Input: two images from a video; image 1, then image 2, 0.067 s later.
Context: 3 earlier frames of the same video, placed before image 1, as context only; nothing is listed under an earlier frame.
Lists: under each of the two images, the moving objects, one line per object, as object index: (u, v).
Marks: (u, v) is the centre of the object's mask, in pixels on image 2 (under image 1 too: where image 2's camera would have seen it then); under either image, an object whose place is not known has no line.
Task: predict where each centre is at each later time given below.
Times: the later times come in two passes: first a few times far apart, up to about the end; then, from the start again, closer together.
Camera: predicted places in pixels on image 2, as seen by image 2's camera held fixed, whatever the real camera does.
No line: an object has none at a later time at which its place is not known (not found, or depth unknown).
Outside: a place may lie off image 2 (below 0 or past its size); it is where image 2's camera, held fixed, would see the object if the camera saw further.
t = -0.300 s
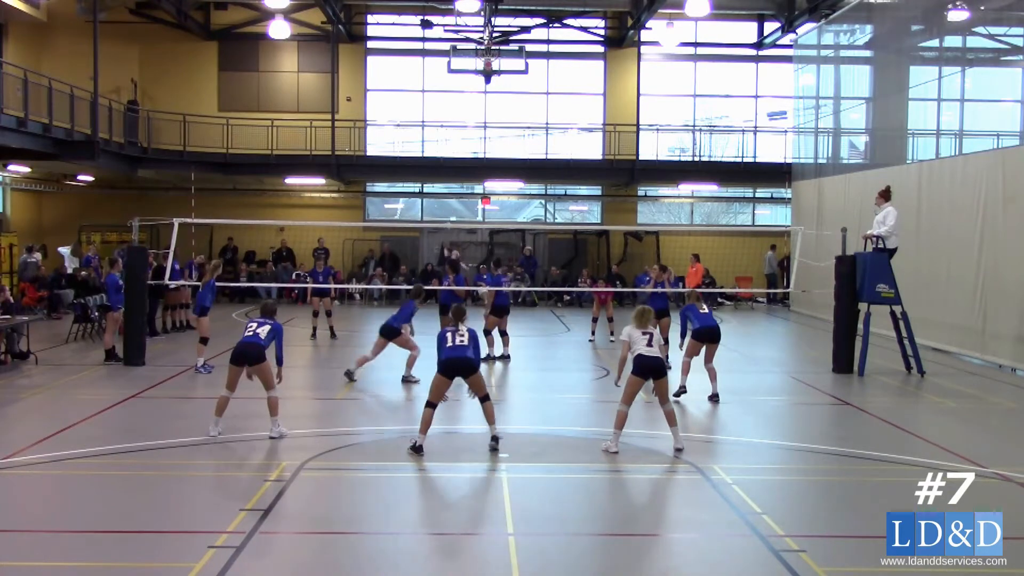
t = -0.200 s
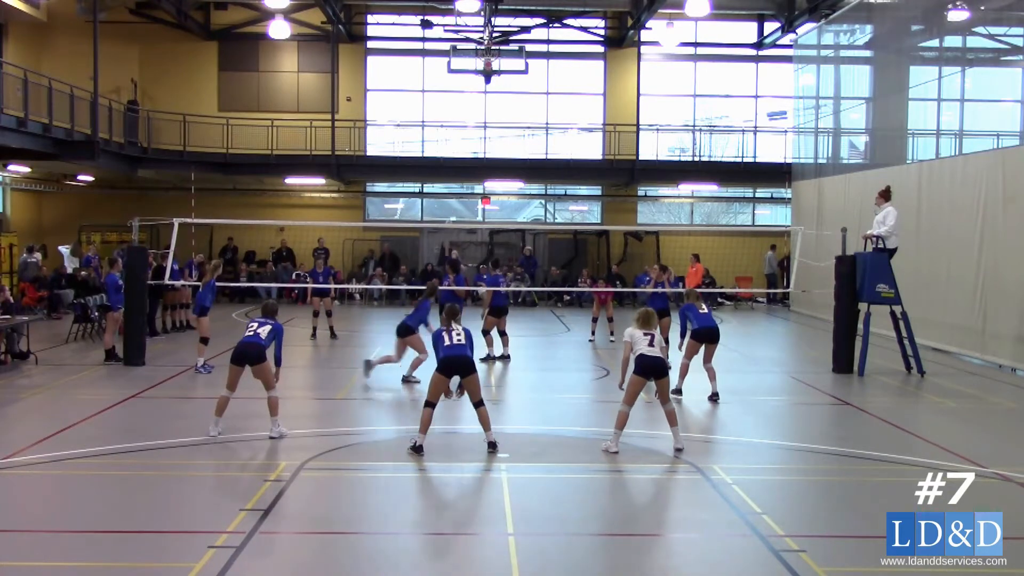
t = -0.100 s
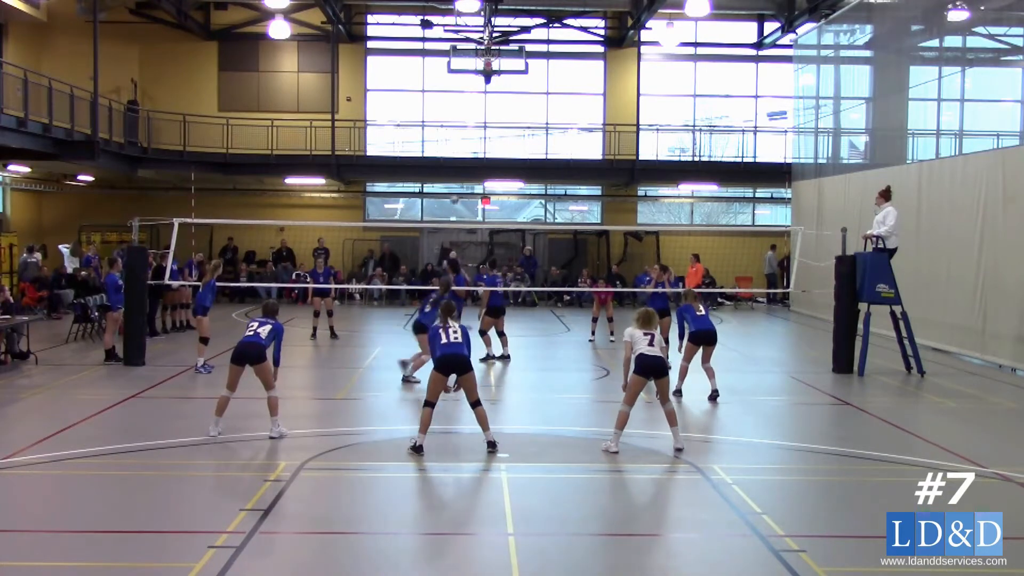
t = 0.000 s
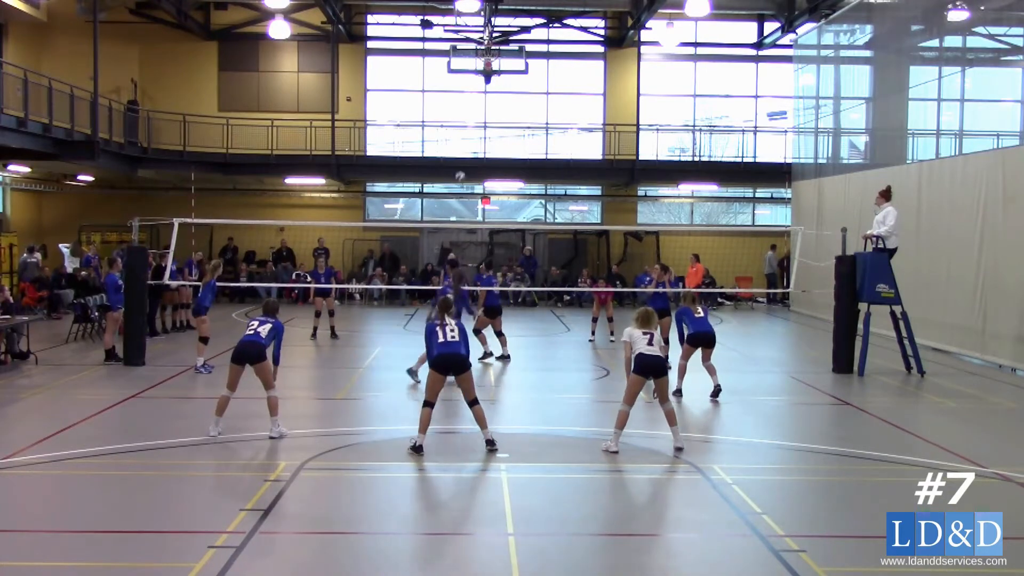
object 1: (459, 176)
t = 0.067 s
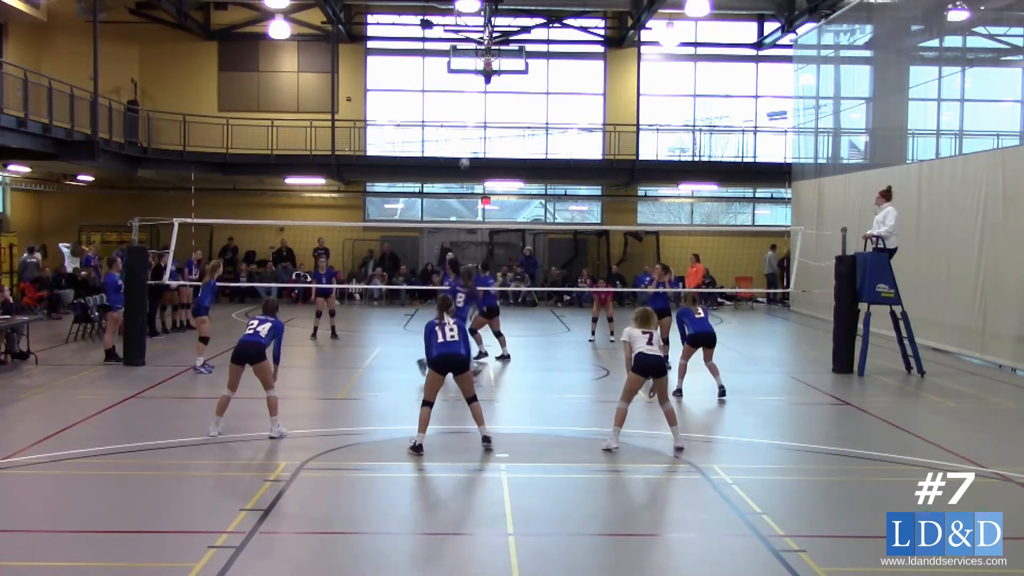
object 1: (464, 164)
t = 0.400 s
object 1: (492, 113)
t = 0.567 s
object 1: (511, 106)
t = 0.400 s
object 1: (492, 113)
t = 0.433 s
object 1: (495, 111)
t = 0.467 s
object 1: (499, 109)
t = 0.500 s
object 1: (502, 107)
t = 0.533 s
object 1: (506, 107)
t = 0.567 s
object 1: (511, 106)
